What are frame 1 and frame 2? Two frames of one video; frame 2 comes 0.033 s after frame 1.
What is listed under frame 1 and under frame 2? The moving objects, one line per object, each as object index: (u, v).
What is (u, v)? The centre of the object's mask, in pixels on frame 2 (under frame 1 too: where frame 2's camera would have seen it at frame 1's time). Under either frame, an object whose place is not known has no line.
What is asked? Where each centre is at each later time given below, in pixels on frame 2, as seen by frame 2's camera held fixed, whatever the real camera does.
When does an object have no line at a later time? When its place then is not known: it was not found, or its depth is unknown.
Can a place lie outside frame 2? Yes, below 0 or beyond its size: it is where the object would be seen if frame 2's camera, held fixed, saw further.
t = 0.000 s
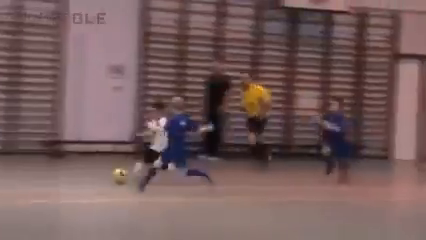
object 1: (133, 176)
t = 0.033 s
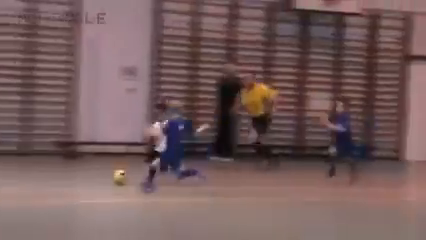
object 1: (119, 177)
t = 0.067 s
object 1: (104, 178)
